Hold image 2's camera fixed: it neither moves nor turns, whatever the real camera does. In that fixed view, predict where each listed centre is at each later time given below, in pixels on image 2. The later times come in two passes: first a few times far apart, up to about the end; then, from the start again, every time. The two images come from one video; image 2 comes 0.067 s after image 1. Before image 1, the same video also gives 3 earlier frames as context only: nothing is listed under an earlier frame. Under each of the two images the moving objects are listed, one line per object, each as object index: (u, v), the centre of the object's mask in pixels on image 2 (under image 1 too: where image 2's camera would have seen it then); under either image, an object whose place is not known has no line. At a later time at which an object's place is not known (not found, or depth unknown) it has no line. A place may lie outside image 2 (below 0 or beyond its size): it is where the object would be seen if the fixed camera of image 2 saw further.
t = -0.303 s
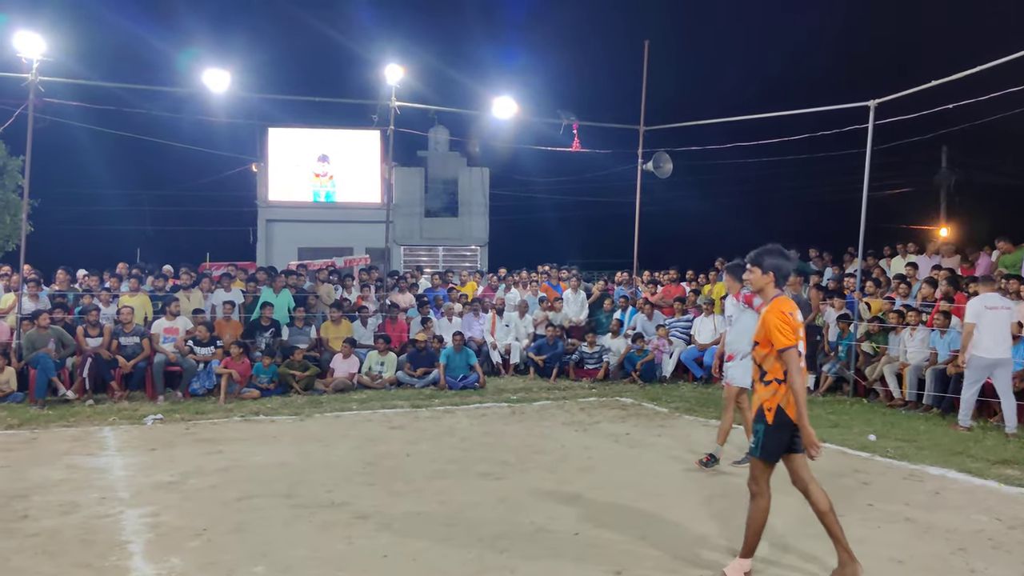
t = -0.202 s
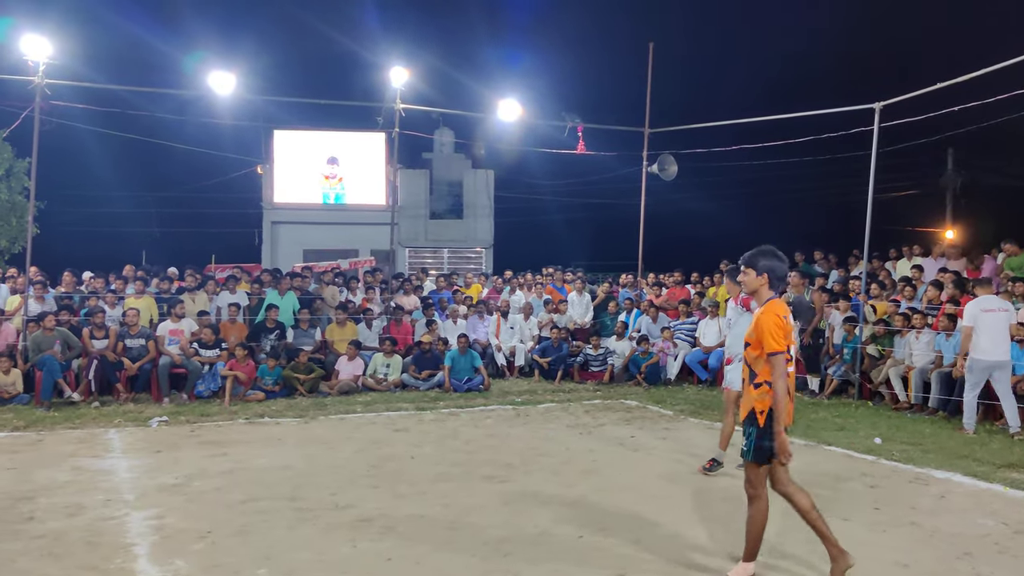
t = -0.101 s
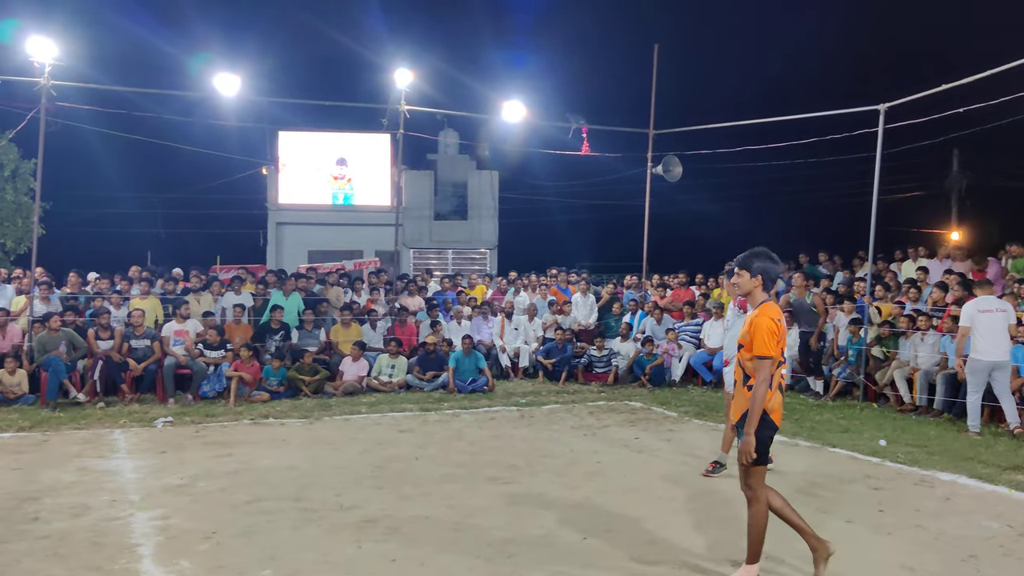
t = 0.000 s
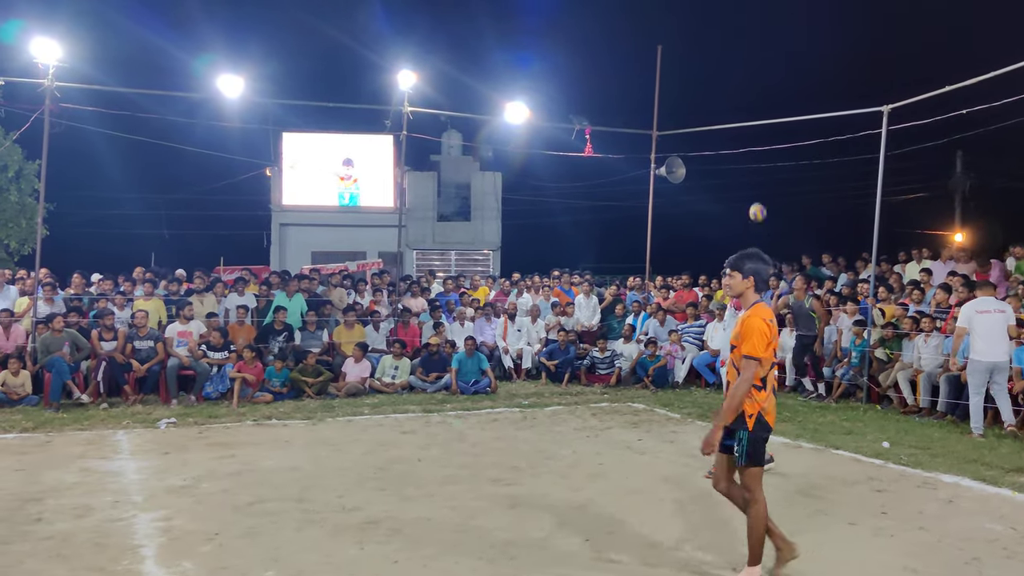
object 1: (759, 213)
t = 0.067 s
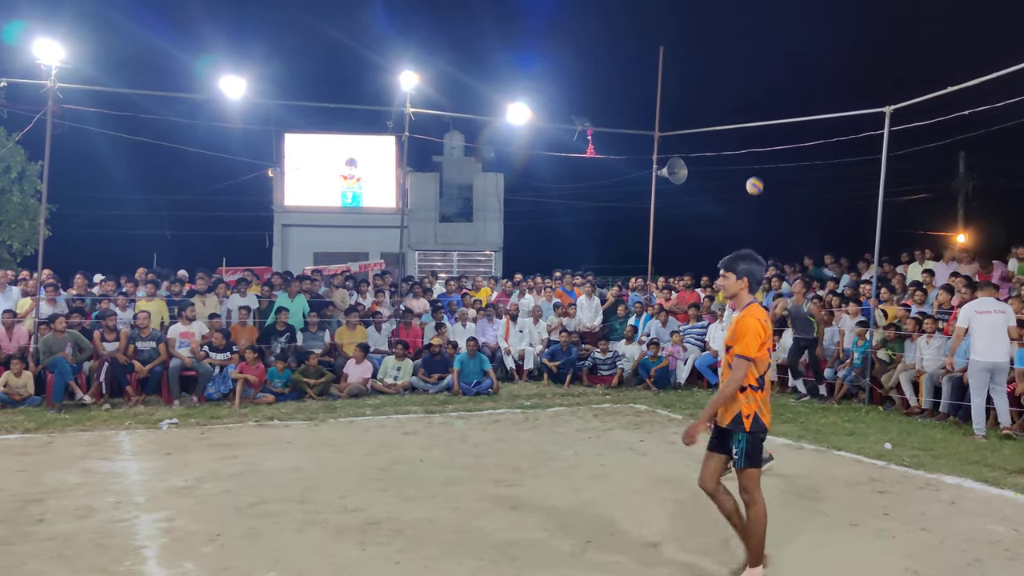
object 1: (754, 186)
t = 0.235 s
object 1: (742, 132)
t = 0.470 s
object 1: (723, 92)
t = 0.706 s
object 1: (704, 92)
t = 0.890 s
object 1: (688, 122)
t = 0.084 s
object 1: (753, 180)
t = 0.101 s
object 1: (752, 174)
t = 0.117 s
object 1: (751, 168)
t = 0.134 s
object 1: (750, 162)
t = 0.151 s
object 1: (748, 158)
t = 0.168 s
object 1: (747, 152)
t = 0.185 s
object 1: (746, 147)
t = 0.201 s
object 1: (745, 142)
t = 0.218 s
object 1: (743, 137)
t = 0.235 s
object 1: (742, 132)
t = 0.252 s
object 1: (741, 128)
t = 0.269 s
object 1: (739, 124)
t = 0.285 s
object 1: (738, 120)
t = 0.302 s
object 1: (736, 117)
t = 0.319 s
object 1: (735, 113)
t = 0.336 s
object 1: (734, 110)
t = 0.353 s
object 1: (732, 107)
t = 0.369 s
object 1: (731, 105)
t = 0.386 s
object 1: (730, 102)
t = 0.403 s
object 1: (729, 100)
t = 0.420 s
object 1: (728, 98)
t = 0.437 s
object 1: (726, 95)
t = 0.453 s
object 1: (725, 94)
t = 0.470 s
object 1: (723, 92)
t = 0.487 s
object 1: (722, 90)
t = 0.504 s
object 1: (721, 89)
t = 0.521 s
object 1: (719, 89)
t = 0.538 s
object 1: (718, 88)
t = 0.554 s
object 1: (716, 87)
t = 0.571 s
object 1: (715, 87)
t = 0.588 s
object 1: (713, 87)
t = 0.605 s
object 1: (712, 88)
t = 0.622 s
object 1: (711, 88)
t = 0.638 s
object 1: (709, 88)
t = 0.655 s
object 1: (708, 89)
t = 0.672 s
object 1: (707, 90)
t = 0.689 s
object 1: (705, 91)
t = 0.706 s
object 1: (704, 92)
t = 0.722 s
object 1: (702, 94)
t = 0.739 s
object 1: (701, 96)
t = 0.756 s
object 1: (699, 98)
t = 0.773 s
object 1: (698, 100)
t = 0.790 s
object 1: (696, 103)
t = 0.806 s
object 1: (695, 106)
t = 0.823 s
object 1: (693, 109)
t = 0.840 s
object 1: (692, 112)
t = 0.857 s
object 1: (691, 115)
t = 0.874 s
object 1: (689, 119)
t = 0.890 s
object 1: (688, 122)
